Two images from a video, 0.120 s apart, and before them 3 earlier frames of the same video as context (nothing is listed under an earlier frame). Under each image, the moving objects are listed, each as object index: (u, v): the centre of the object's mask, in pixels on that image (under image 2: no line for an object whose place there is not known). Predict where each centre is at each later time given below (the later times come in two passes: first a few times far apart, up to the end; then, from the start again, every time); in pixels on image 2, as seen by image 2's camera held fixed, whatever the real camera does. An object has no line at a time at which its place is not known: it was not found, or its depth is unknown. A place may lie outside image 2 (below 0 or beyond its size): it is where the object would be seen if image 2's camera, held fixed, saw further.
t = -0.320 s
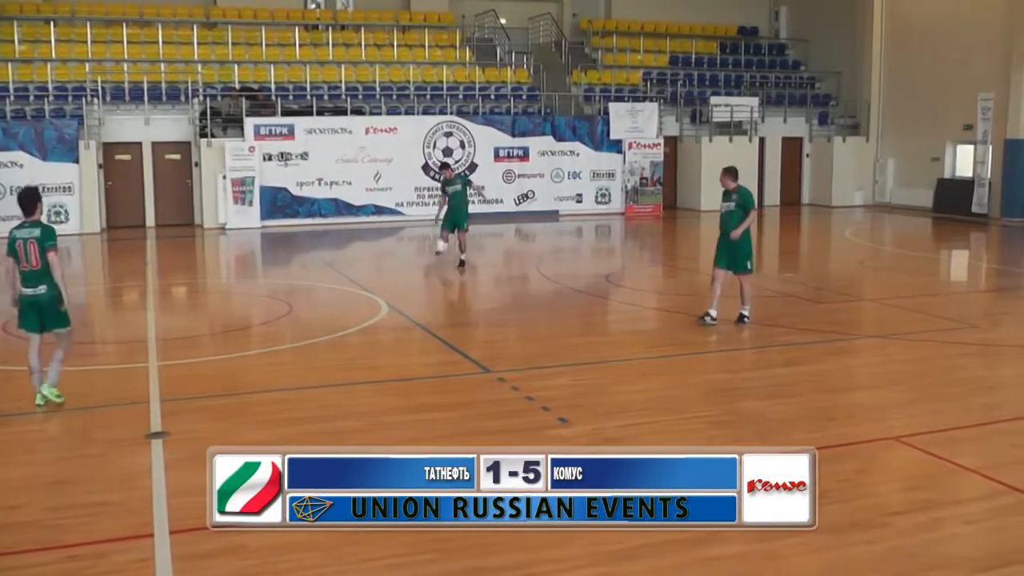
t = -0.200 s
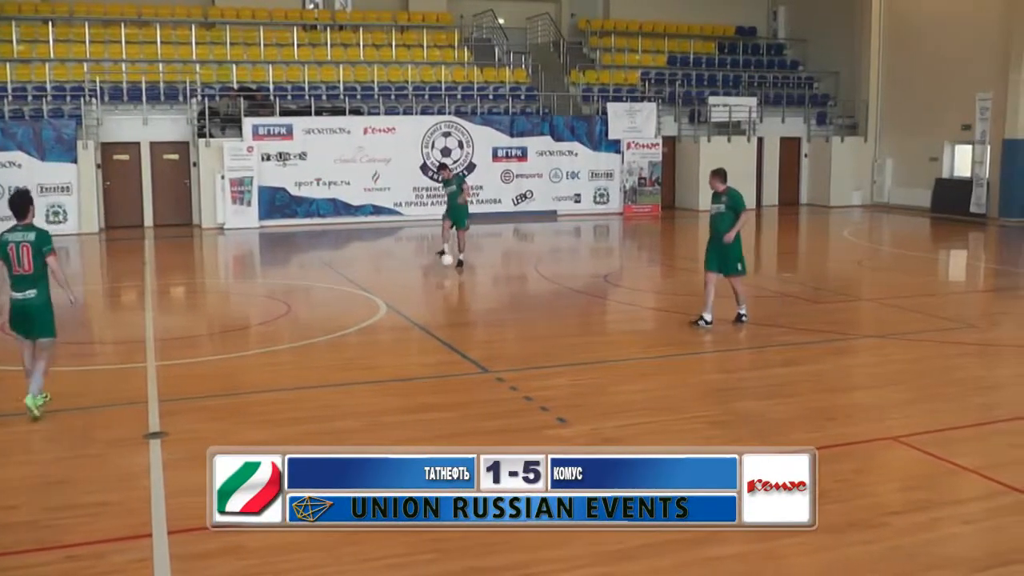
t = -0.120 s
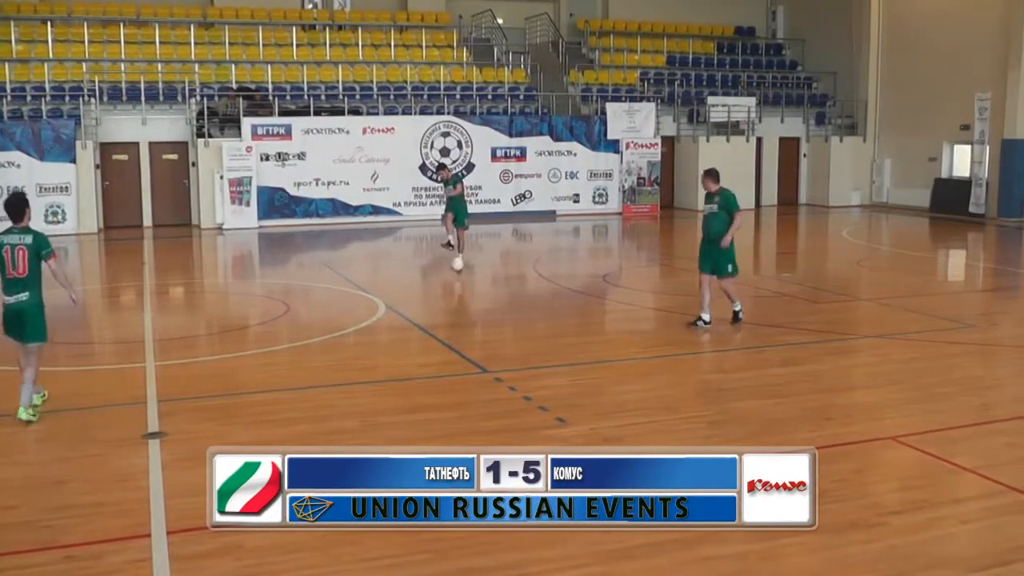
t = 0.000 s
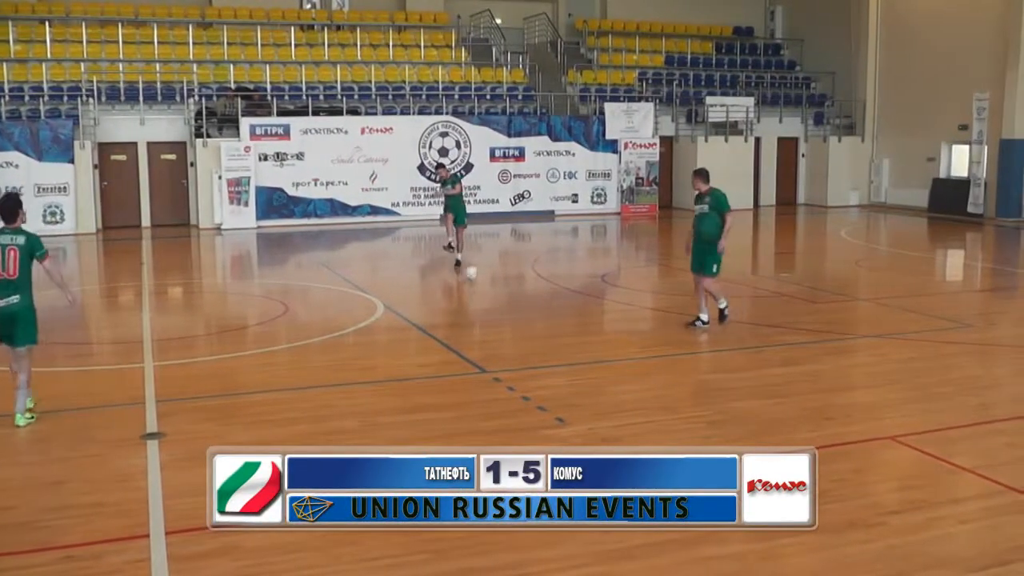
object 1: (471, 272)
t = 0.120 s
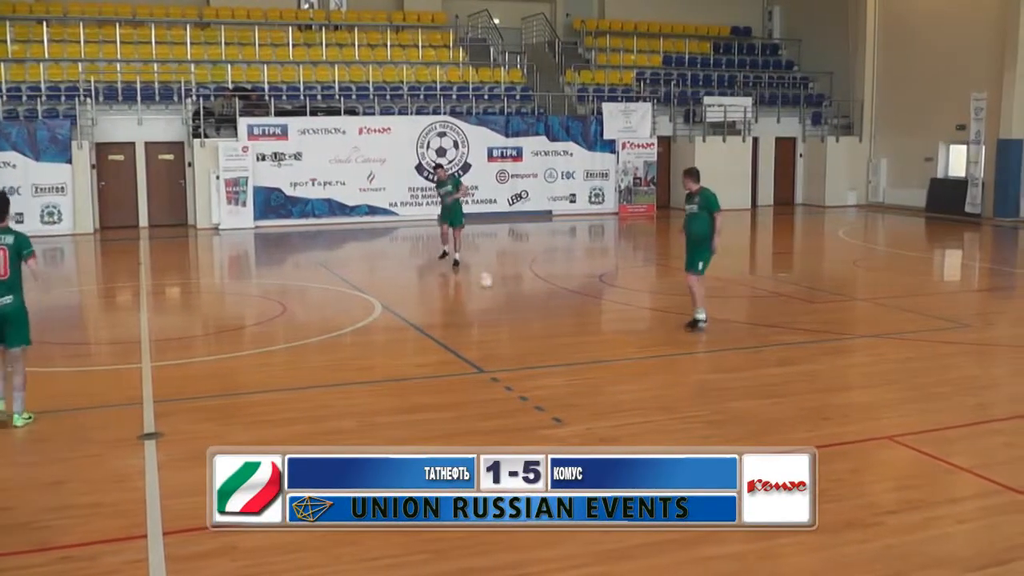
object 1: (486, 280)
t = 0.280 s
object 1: (507, 286)
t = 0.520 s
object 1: (538, 298)
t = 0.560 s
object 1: (543, 300)
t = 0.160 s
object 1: (492, 281)
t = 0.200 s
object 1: (497, 283)
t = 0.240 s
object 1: (502, 285)
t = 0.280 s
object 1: (507, 286)
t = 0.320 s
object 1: (512, 289)
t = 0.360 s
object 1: (518, 290)
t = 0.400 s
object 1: (523, 292)
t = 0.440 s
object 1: (528, 294)
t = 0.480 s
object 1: (532, 296)
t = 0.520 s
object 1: (538, 298)
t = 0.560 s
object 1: (543, 300)
